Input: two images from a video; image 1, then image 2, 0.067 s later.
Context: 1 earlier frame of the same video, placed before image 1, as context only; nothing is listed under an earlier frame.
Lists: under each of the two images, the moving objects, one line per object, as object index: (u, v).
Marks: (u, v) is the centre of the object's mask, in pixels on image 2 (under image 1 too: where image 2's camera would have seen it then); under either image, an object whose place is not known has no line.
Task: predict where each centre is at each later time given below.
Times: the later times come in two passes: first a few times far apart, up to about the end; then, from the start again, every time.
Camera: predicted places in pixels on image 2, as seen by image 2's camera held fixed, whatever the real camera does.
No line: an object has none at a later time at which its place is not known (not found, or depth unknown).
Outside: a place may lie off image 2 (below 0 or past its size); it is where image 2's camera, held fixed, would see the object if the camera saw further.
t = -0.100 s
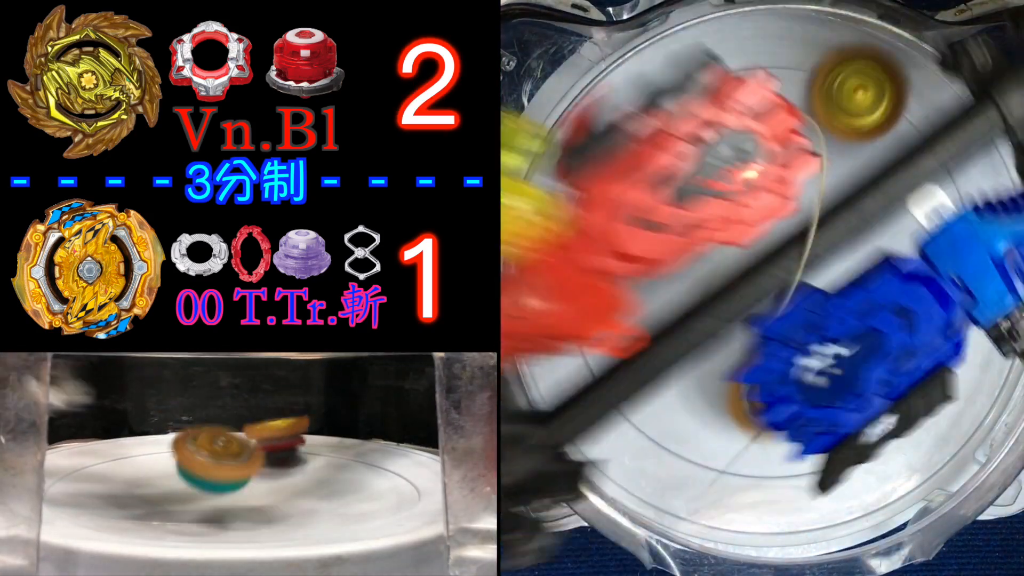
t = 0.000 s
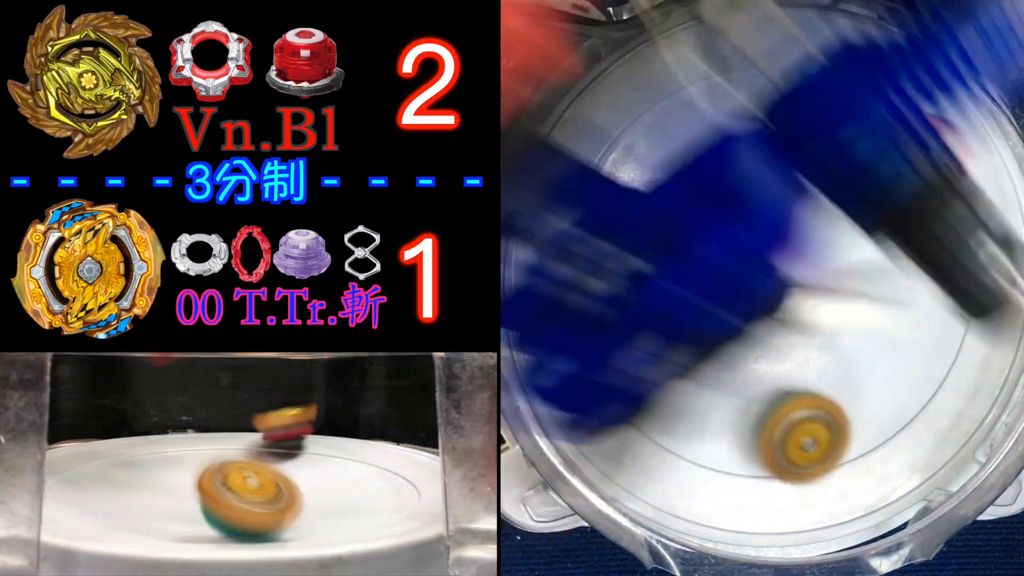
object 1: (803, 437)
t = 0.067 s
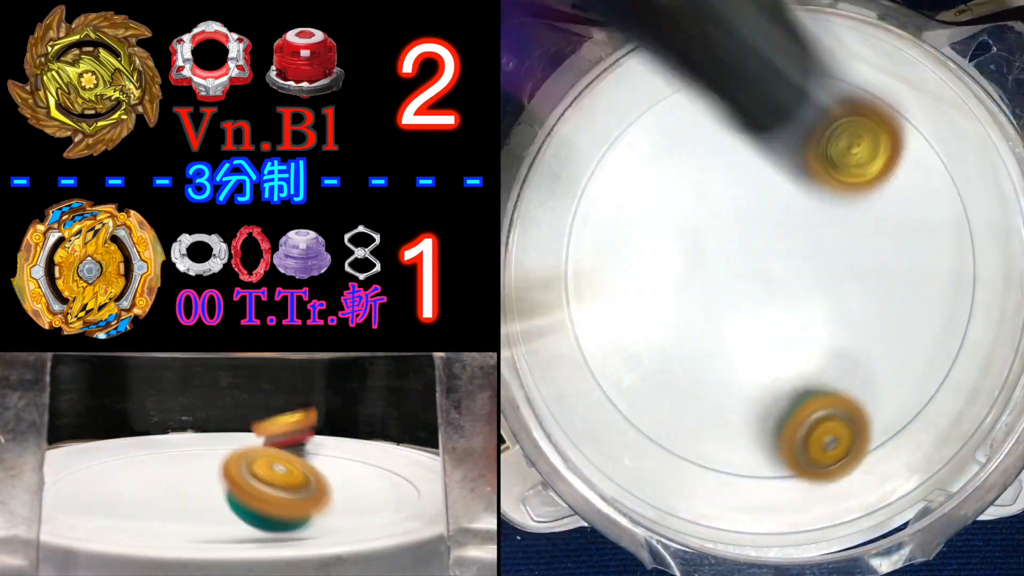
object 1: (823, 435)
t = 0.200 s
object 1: (860, 364)
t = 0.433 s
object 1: (835, 254)
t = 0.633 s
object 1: (711, 85)
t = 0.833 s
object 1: (689, 228)
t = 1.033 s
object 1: (802, 380)
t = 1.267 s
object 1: (950, 351)
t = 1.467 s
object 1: (885, 164)
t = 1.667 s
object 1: (717, 117)
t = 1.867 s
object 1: (657, 264)
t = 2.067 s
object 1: (762, 397)
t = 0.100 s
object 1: (832, 425)
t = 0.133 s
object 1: (842, 408)
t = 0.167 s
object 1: (851, 385)
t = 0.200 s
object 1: (860, 364)
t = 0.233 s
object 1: (907, 399)
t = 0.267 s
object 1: (958, 437)
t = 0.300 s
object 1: (946, 411)
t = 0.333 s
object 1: (920, 373)
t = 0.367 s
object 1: (890, 335)
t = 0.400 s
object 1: (864, 294)
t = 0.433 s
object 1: (835, 254)
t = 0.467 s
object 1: (811, 214)
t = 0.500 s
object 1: (787, 176)
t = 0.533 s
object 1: (764, 140)
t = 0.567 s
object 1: (745, 112)
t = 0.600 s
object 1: (726, 91)
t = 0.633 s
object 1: (711, 85)
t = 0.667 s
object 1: (697, 91)
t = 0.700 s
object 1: (688, 111)
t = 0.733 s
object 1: (683, 138)
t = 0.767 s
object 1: (681, 166)
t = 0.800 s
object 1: (684, 197)
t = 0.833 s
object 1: (689, 228)
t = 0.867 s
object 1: (701, 260)
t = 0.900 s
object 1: (713, 289)
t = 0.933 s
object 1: (730, 316)
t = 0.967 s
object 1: (749, 341)
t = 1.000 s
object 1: (773, 362)
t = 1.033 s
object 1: (802, 380)
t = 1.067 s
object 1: (828, 393)
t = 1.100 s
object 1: (856, 401)
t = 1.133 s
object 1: (881, 402)
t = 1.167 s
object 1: (907, 399)
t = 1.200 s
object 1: (929, 390)
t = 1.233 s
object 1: (943, 373)
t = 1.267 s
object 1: (950, 351)
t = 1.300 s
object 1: (949, 322)
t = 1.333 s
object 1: (946, 293)
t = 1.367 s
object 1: (935, 259)
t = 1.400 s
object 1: (923, 225)
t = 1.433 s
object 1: (905, 193)
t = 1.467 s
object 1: (885, 164)
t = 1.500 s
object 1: (859, 138)
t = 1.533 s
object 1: (832, 119)
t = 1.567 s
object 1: (802, 107)
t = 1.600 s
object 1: (772, 103)
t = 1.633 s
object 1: (743, 107)
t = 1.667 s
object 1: (717, 117)
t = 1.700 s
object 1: (696, 134)
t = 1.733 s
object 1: (678, 153)
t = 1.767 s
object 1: (666, 178)
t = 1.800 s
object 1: (658, 205)
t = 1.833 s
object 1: (655, 234)
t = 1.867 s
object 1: (657, 264)
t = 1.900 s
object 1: (667, 295)
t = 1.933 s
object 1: (680, 322)
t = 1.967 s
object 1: (696, 347)
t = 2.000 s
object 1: (714, 368)
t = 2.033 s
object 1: (738, 384)
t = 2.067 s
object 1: (762, 397)
